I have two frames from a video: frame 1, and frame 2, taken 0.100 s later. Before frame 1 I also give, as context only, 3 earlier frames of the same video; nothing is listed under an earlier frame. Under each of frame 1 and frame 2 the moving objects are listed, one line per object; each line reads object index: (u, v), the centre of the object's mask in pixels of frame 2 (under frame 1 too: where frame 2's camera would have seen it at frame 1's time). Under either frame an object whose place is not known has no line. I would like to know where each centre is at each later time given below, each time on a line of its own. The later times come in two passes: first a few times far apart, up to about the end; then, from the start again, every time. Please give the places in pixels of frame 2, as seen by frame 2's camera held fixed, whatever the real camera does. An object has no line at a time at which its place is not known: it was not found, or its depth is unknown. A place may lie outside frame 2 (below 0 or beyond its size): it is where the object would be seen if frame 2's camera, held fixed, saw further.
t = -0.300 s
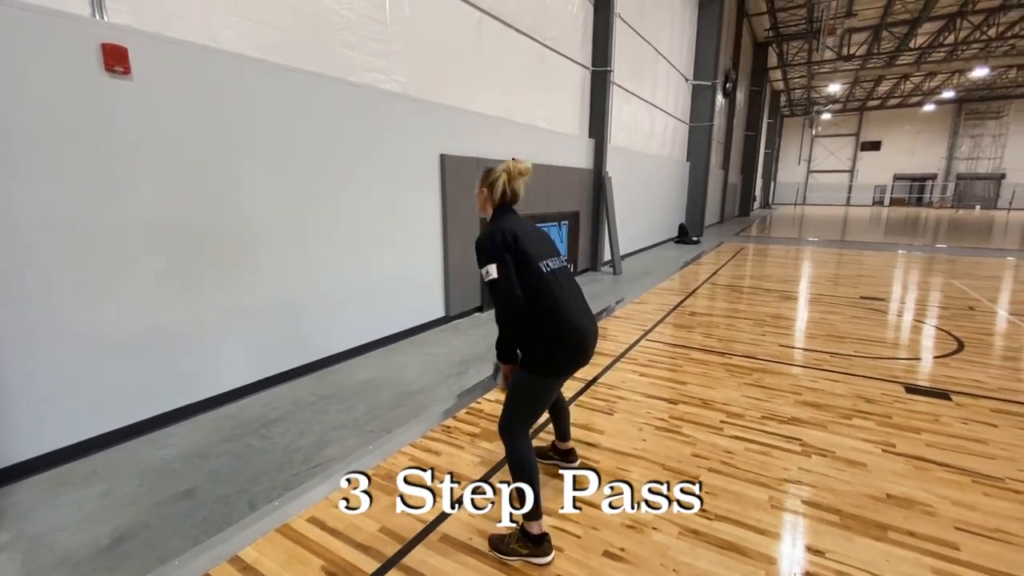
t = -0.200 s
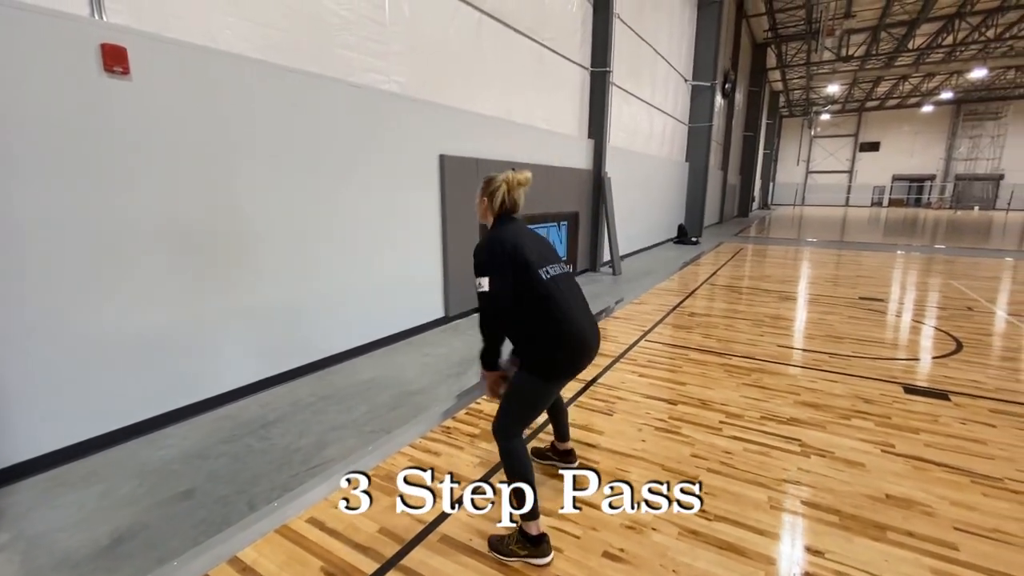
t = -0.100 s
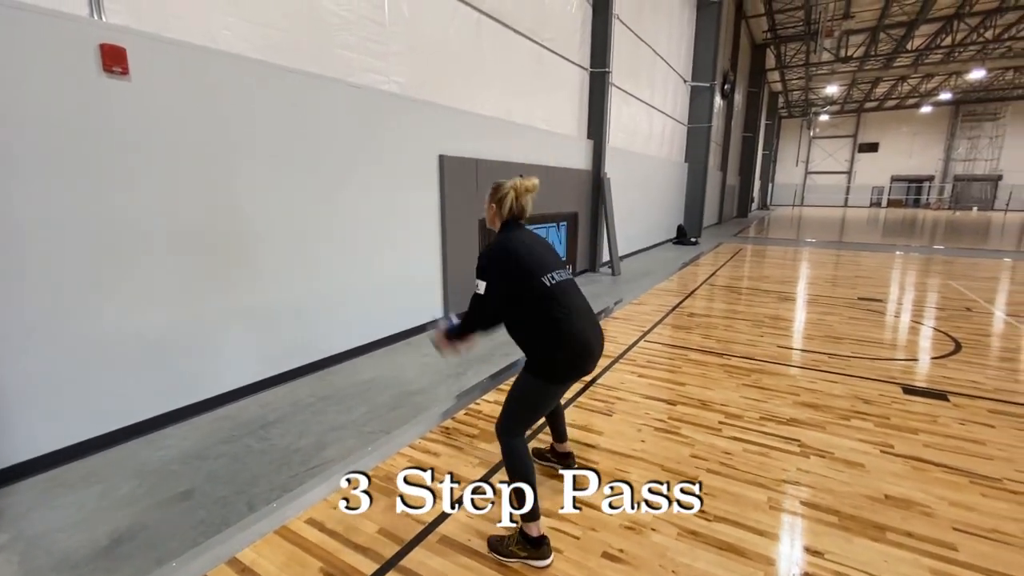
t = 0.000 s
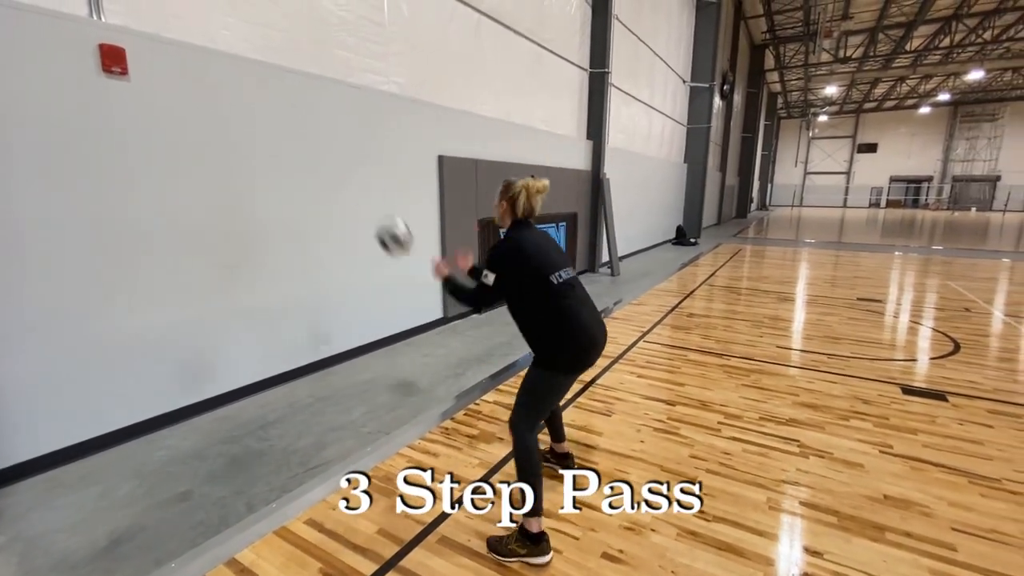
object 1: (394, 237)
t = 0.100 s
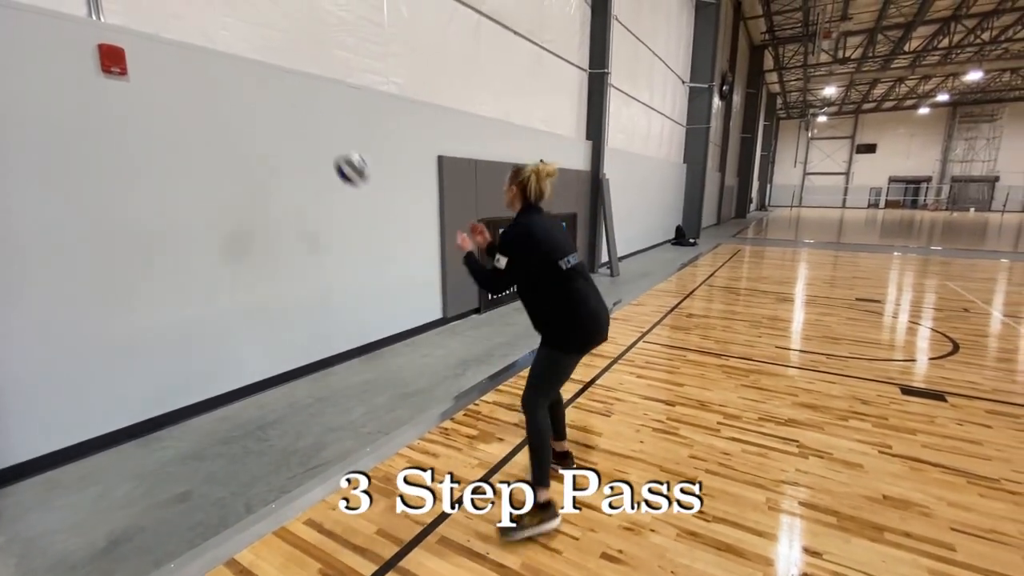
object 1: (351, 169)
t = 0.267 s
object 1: (303, 109)
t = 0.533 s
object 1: (414, 104)
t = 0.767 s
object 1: (523, 187)
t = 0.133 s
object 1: (339, 152)
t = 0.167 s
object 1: (328, 138)
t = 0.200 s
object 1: (317, 126)
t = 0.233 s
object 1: (307, 116)
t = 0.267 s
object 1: (303, 109)
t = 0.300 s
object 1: (317, 104)
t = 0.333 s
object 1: (330, 99)
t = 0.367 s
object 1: (342, 96)
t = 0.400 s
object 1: (356, 95)
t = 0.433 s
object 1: (370, 96)
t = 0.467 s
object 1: (384, 97)
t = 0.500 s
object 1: (399, 100)
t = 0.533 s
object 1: (414, 104)
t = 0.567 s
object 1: (429, 111)
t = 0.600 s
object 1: (444, 121)
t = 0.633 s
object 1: (460, 130)
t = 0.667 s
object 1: (476, 142)
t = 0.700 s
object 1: (490, 154)
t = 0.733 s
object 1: (508, 171)
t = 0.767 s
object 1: (523, 187)
